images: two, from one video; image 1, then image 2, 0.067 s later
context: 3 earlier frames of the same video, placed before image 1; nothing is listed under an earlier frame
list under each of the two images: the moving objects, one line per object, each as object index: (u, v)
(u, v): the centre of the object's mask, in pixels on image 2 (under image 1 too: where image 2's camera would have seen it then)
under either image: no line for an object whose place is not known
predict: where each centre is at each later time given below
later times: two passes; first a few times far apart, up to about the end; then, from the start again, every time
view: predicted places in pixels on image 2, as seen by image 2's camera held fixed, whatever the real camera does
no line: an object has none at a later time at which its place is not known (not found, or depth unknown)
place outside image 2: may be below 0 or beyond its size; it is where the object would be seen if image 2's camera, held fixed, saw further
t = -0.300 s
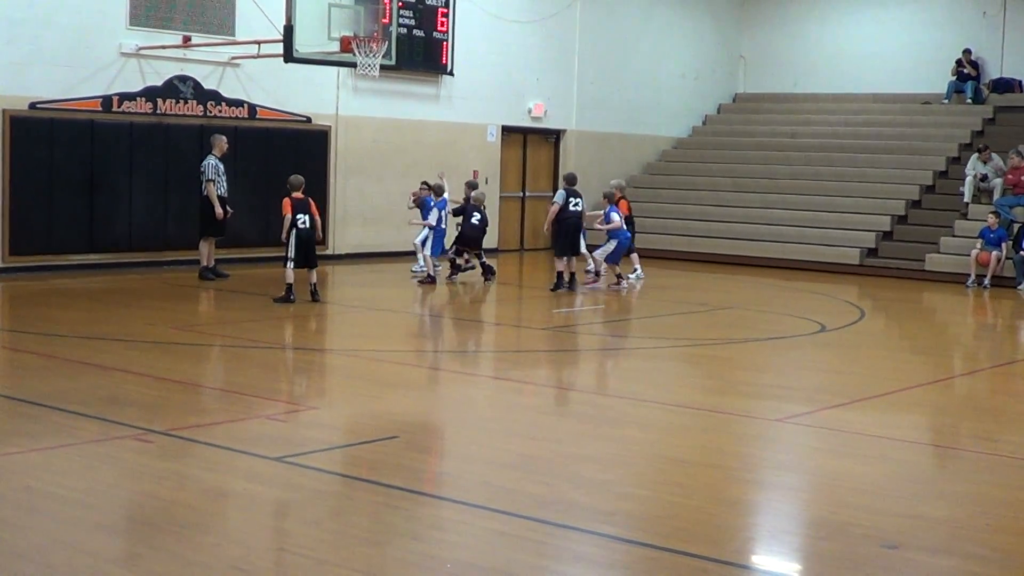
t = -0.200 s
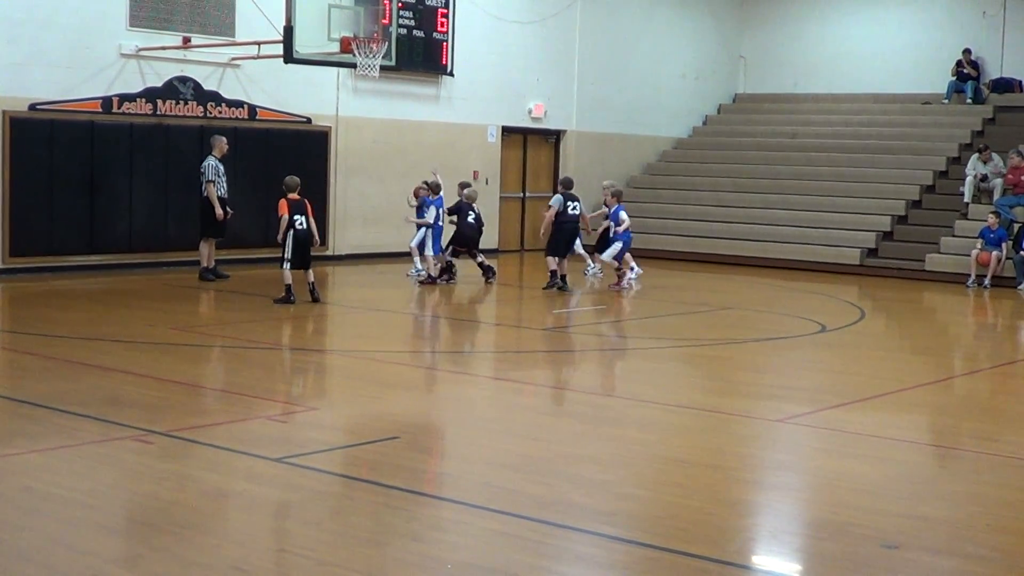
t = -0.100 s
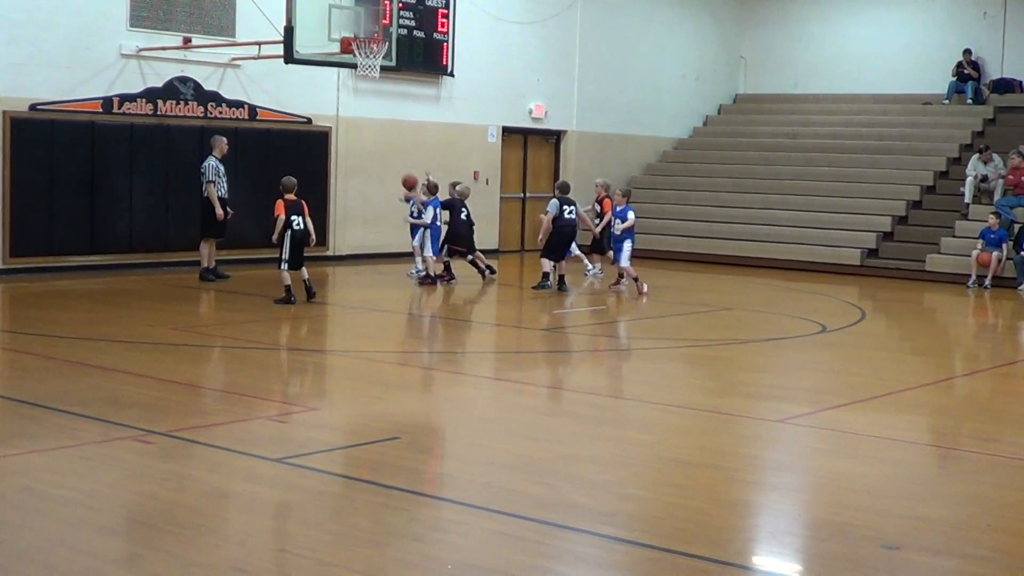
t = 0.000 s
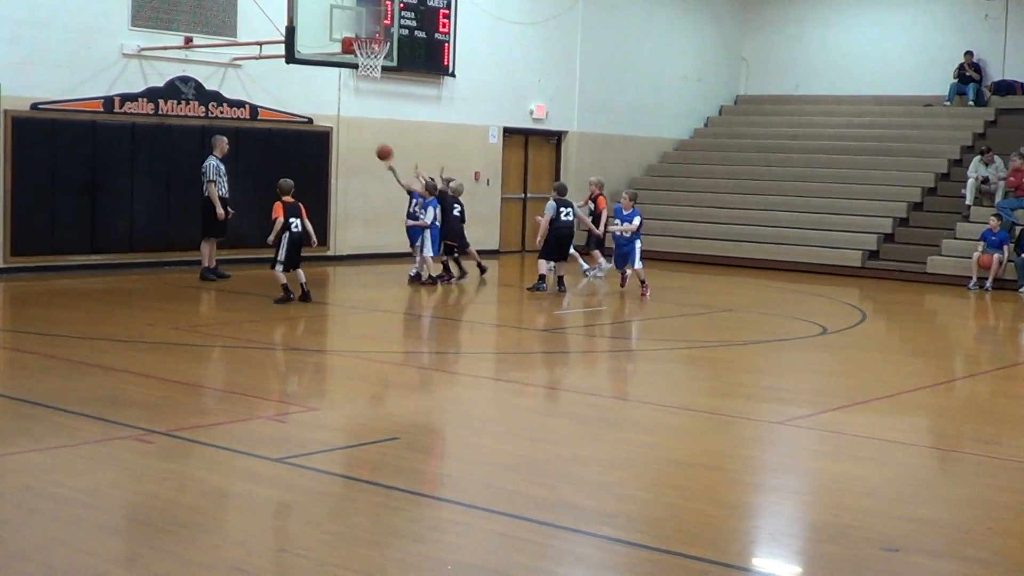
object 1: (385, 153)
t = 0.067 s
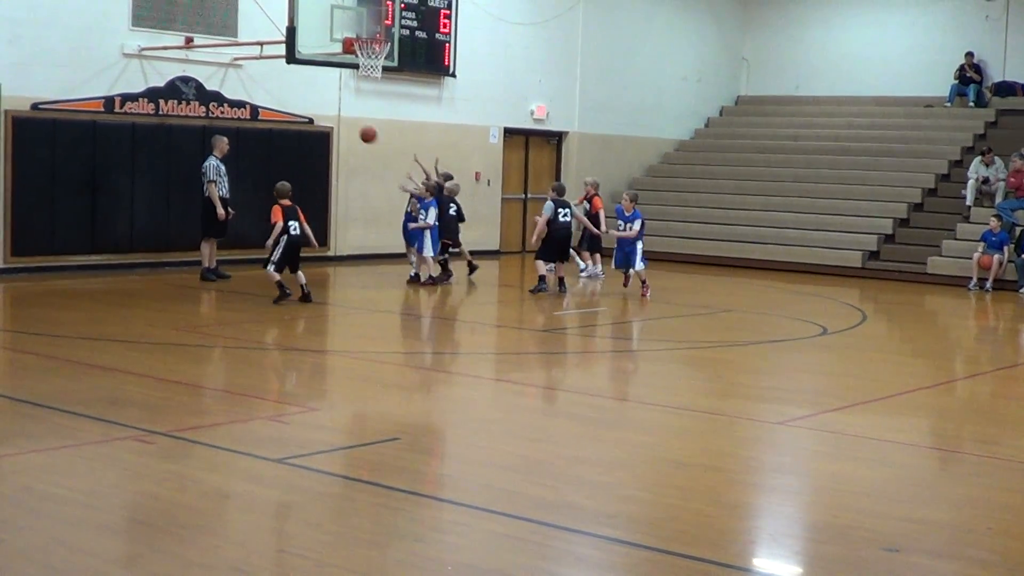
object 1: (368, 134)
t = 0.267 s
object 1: (310, 92)
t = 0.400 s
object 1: (265, 77)
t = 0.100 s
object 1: (359, 126)
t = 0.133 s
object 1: (351, 118)
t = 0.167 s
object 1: (341, 110)
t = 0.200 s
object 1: (331, 103)
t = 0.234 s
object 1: (321, 97)
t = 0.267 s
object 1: (310, 92)
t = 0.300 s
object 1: (300, 87)
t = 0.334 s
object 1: (288, 83)
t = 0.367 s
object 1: (277, 79)
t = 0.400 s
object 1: (265, 77)
